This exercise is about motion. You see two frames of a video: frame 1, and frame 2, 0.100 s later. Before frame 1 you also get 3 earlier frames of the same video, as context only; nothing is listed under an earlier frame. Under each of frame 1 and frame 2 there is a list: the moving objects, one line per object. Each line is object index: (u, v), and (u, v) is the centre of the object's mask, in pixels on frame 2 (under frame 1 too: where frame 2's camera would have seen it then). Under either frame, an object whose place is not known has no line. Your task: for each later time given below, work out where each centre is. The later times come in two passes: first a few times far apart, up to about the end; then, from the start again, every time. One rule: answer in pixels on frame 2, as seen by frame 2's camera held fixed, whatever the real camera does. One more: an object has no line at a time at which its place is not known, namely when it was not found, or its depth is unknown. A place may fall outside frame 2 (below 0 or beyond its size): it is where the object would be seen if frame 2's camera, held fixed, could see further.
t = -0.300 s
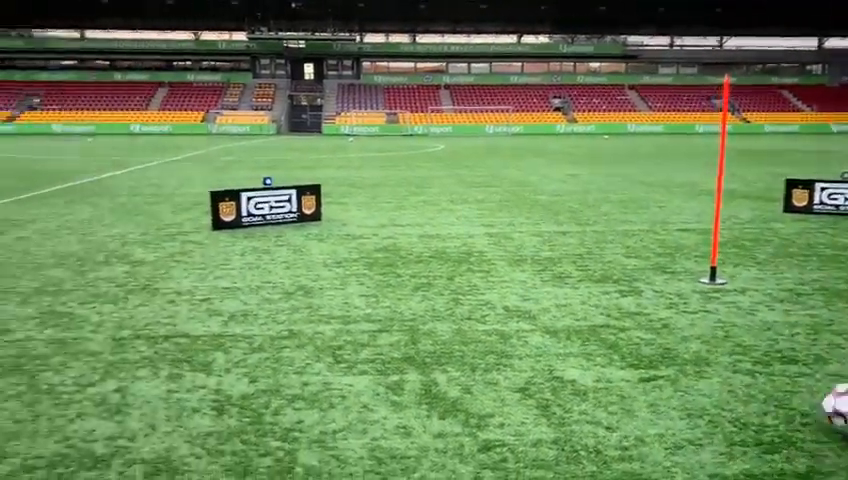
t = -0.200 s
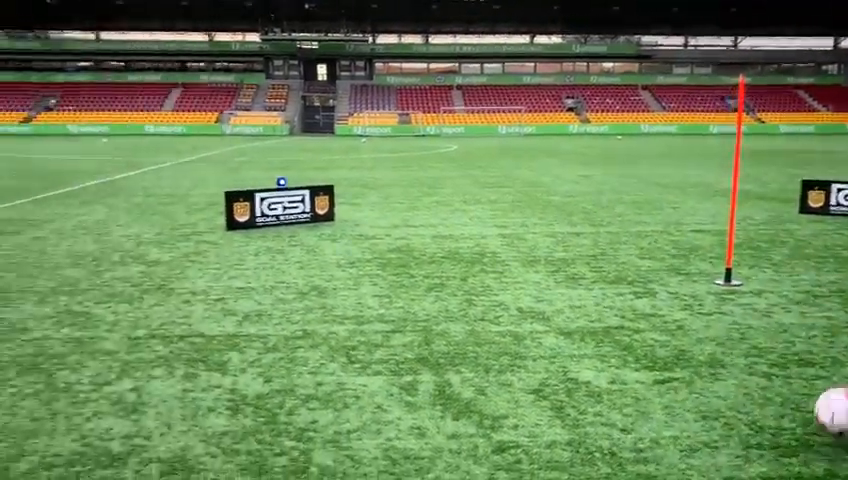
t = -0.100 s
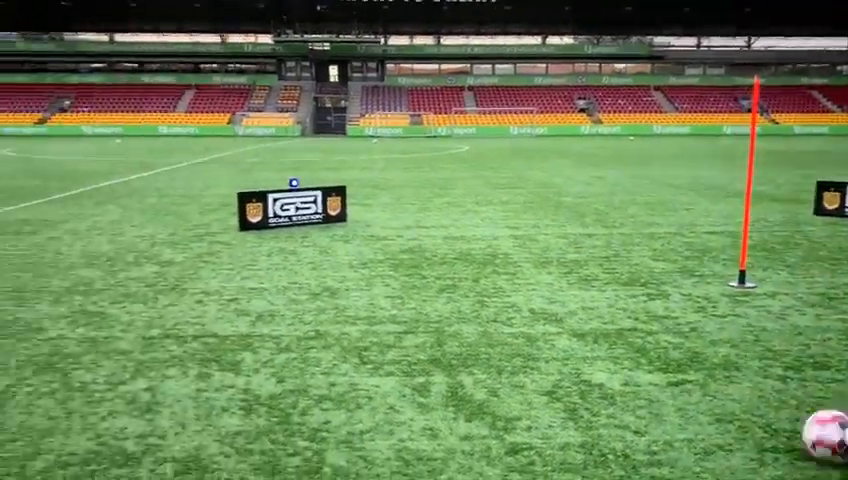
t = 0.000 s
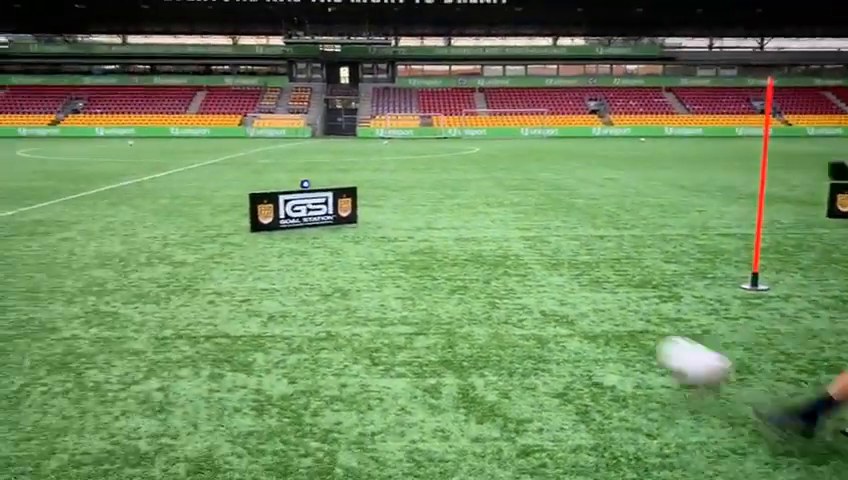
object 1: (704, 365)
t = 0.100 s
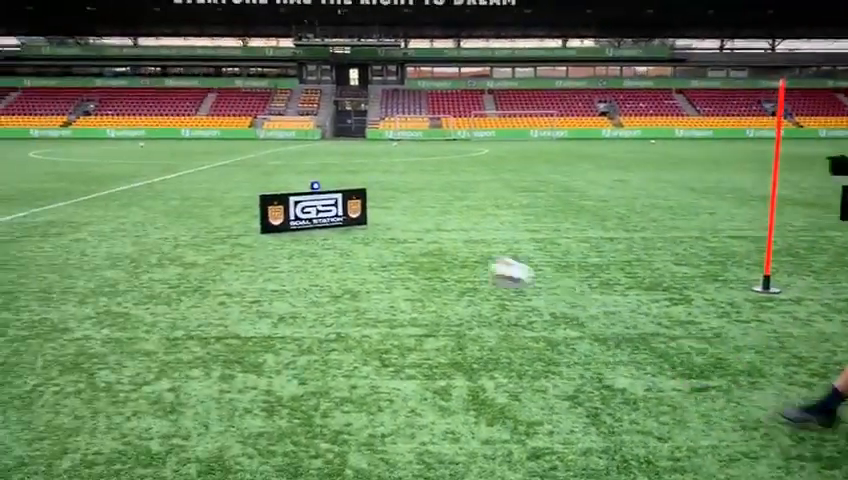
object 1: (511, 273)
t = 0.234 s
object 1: (375, 224)
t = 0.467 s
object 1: (302, 219)
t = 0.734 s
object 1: (404, 242)
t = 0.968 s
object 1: (527, 290)
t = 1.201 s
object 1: (687, 338)
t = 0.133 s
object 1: (470, 257)
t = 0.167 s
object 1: (433, 242)
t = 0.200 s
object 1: (403, 233)
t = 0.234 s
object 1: (375, 224)
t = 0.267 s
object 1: (353, 218)
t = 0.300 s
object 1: (331, 213)
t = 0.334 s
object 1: (311, 210)
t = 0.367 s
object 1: (294, 205)
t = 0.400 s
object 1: (282, 204)
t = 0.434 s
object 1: (289, 209)
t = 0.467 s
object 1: (302, 219)
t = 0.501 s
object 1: (313, 225)
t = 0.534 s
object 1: (326, 238)
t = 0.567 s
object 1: (338, 239)
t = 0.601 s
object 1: (351, 237)
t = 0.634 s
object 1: (362, 237)
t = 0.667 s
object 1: (375, 238)
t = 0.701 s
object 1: (388, 239)
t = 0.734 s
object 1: (404, 242)
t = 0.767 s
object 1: (420, 247)
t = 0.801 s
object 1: (436, 254)
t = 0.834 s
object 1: (452, 262)
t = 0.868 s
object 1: (471, 273)
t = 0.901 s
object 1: (491, 285)
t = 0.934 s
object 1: (510, 290)
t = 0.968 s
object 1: (527, 290)
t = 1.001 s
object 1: (547, 293)
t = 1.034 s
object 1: (567, 297)
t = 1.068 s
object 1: (588, 302)
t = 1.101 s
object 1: (611, 311)
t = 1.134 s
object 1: (636, 321)
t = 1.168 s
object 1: (660, 335)
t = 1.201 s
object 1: (687, 338)
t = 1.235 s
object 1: (717, 344)
